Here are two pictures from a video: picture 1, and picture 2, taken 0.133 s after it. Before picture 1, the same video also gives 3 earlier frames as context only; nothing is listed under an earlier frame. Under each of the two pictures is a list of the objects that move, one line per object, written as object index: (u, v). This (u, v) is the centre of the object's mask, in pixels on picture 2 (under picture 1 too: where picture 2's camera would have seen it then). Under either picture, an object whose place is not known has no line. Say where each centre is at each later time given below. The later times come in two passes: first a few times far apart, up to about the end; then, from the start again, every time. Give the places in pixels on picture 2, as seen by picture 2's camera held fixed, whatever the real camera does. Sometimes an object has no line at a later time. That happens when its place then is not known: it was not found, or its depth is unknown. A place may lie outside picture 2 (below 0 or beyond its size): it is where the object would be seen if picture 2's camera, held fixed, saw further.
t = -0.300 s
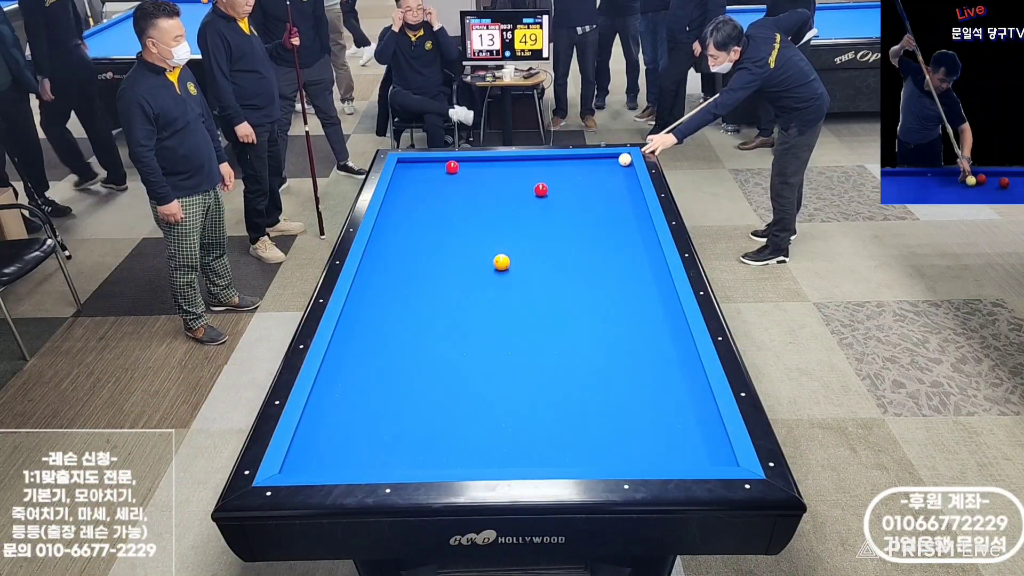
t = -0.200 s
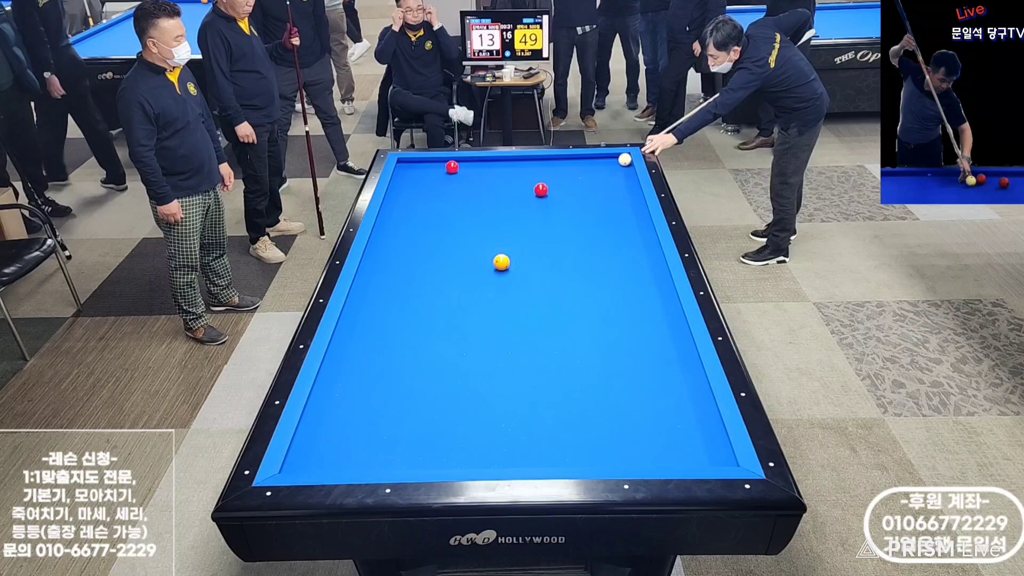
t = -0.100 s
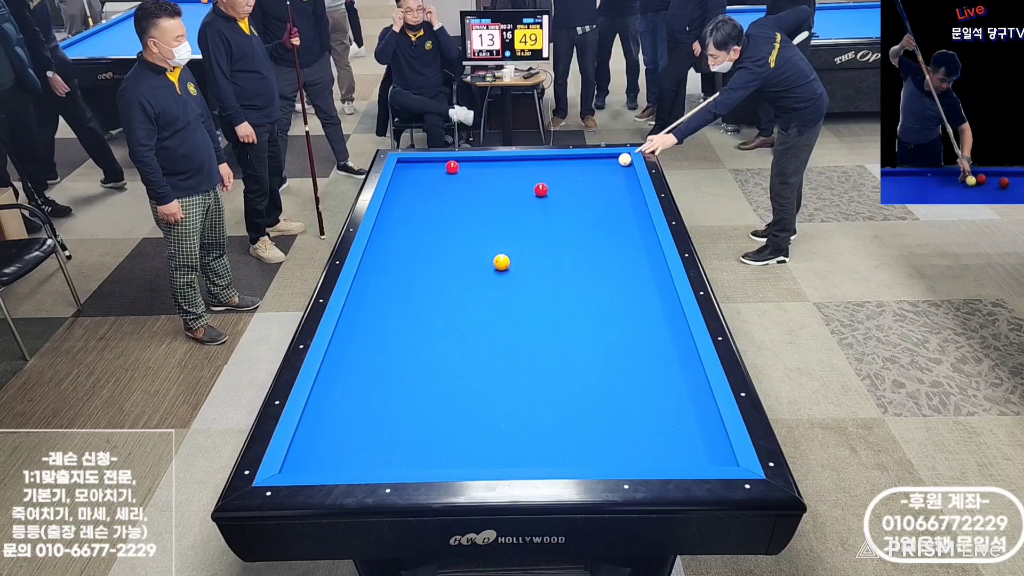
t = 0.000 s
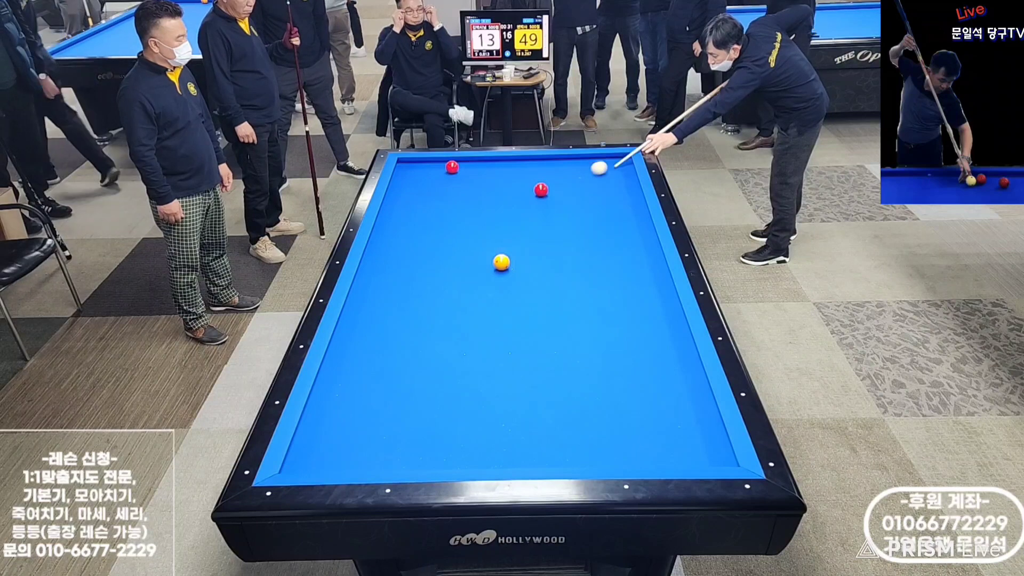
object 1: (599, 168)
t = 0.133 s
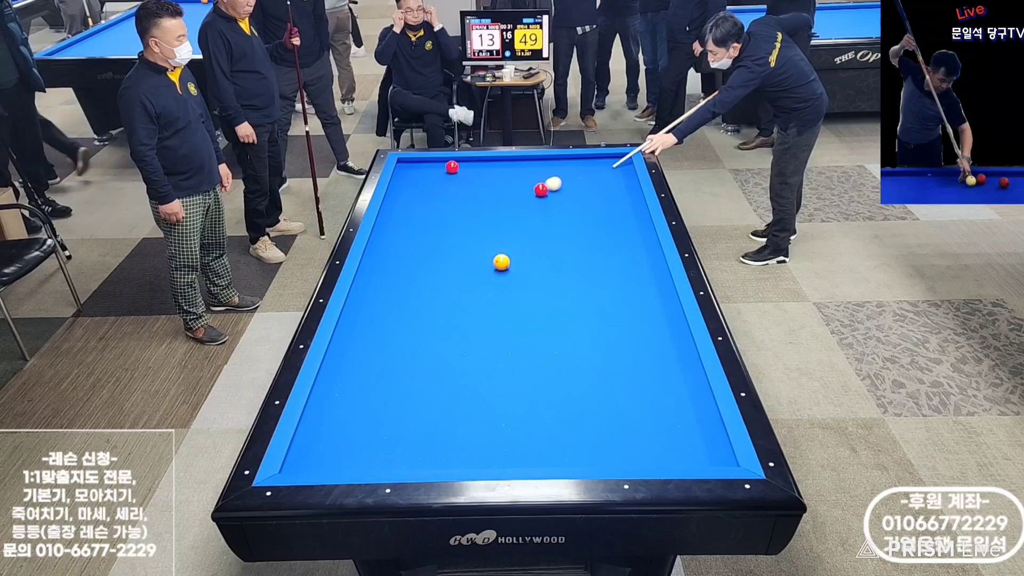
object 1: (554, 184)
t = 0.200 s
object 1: (544, 184)
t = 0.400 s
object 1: (524, 182)
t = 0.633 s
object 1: (502, 180)
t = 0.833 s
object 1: (483, 178)
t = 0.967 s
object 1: (471, 176)
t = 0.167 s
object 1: (547, 185)
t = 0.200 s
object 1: (544, 184)
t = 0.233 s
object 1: (540, 184)
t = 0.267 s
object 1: (537, 184)
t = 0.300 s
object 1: (534, 183)
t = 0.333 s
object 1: (530, 183)
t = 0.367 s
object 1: (527, 182)
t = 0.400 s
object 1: (524, 182)
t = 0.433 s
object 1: (521, 182)
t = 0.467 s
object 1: (517, 181)
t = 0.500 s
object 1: (514, 181)
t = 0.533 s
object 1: (511, 181)
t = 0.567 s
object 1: (508, 180)
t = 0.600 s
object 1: (505, 180)
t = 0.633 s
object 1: (502, 180)
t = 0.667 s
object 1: (498, 179)
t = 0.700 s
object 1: (495, 179)
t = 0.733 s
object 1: (492, 179)
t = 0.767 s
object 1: (489, 178)
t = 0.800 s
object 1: (486, 178)
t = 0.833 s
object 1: (483, 178)
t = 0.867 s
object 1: (480, 178)
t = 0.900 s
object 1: (477, 177)
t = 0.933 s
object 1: (474, 177)
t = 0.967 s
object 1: (471, 176)
